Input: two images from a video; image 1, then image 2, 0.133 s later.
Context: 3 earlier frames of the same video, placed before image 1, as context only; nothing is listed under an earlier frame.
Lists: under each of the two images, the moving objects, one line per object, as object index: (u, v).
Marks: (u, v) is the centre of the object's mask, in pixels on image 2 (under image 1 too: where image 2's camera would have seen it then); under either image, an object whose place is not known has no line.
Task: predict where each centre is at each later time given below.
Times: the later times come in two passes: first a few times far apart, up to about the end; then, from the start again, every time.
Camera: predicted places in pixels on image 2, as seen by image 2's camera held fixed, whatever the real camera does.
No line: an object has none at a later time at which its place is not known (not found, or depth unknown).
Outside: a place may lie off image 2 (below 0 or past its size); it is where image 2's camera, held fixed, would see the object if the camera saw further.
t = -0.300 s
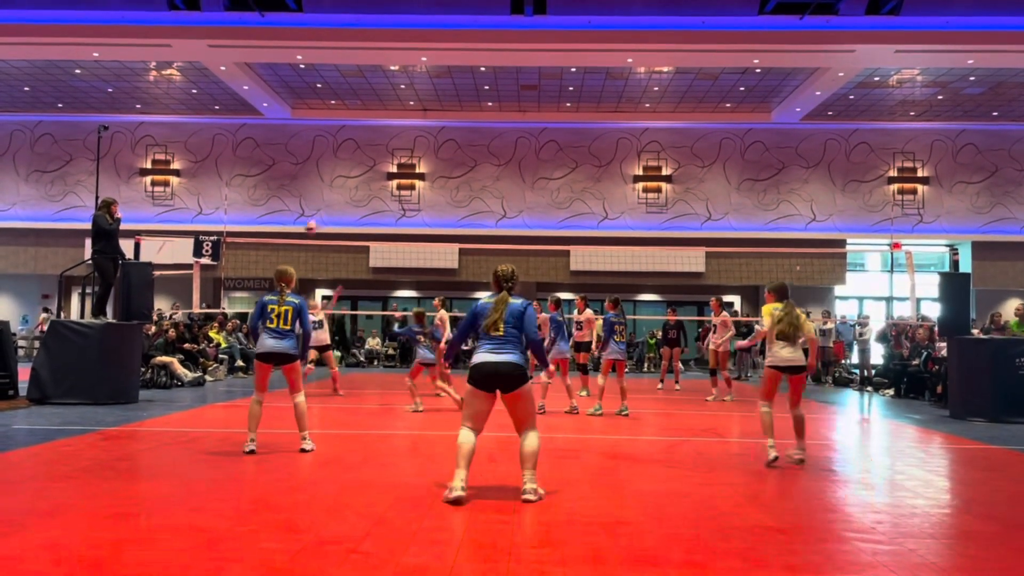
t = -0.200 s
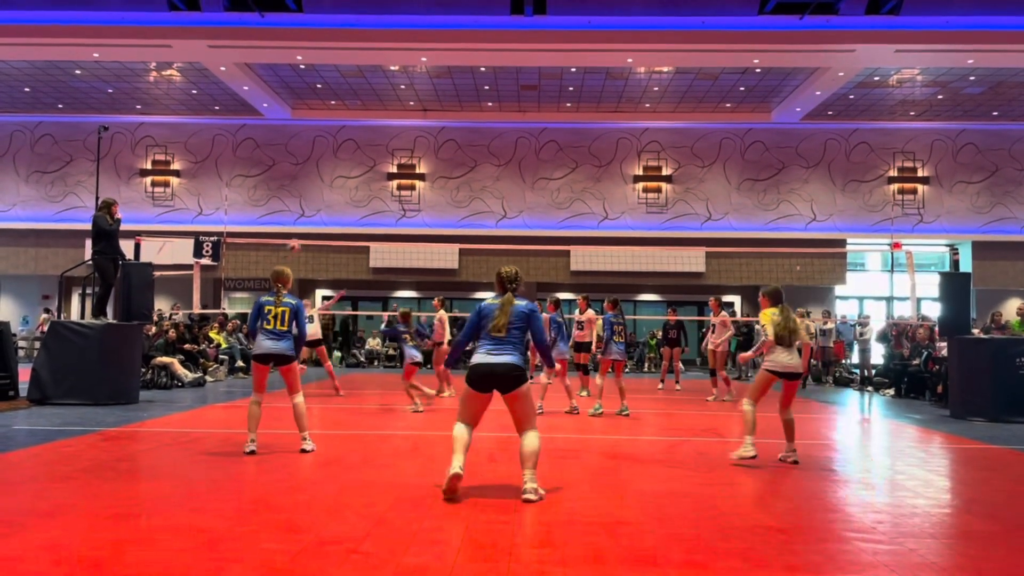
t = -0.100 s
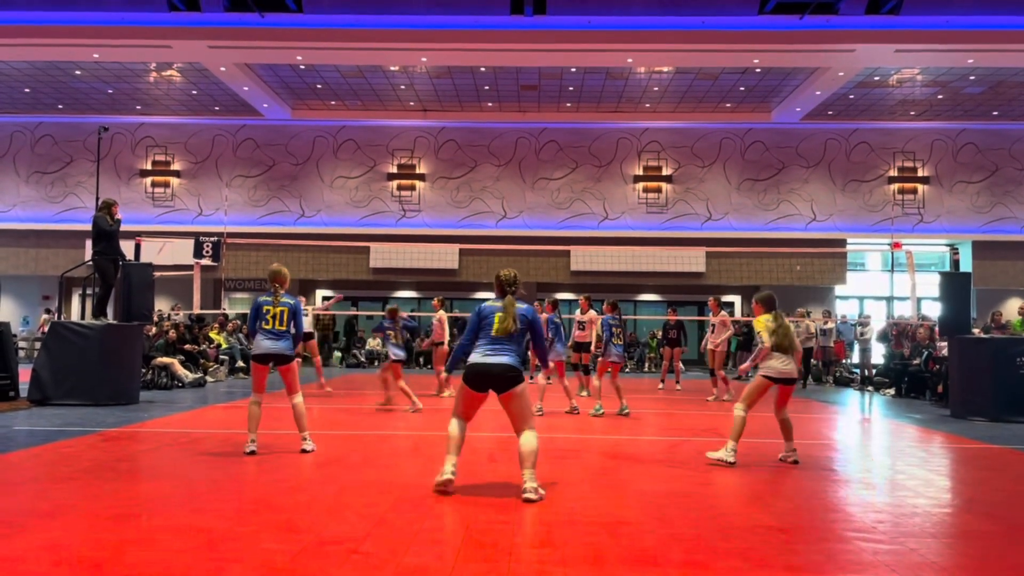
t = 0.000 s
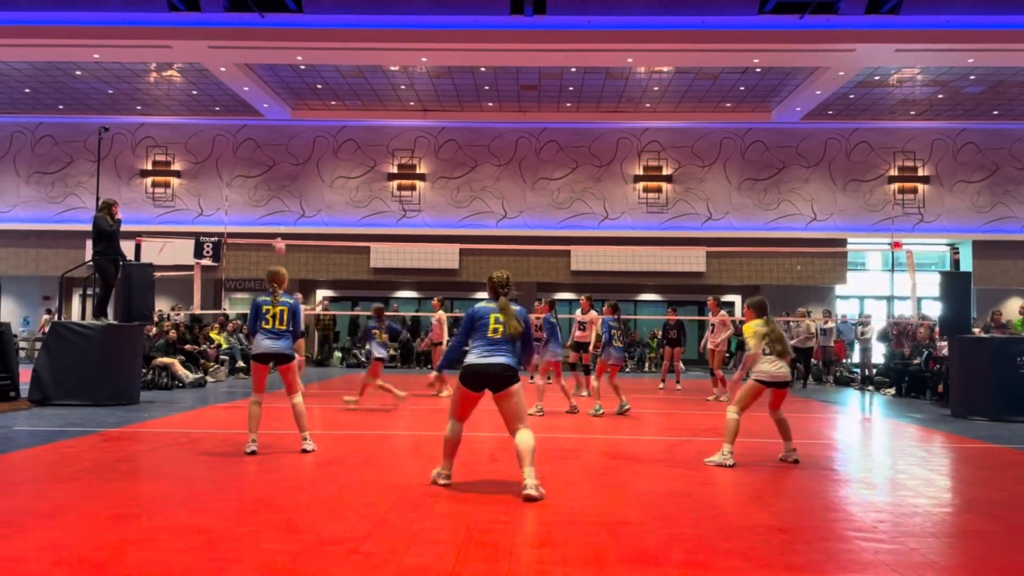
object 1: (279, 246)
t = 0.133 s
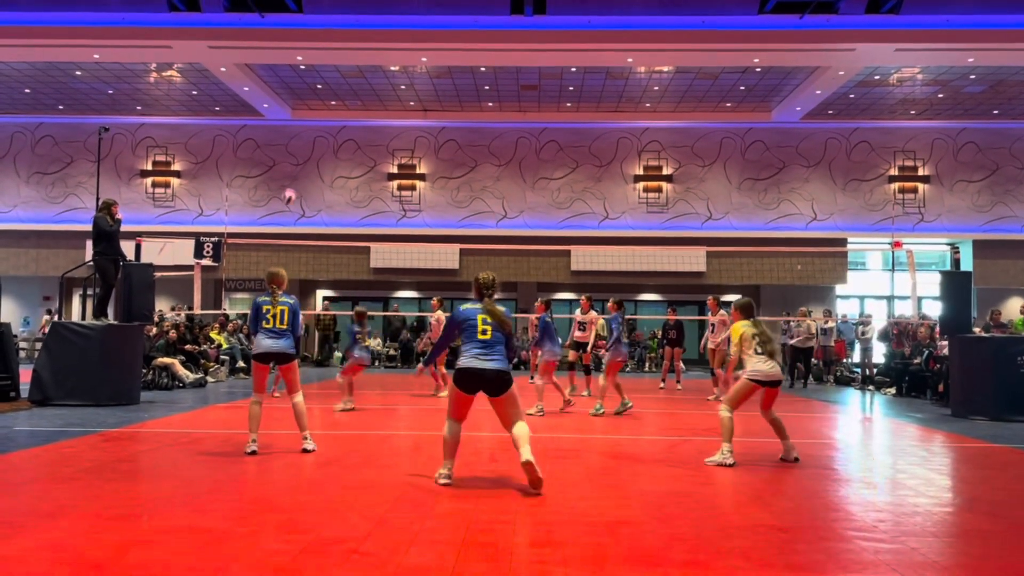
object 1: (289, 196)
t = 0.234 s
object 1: (298, 164)
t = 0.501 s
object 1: (325, 104)
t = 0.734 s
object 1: (355, 90)
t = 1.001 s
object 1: (398, 141)
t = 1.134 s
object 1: (425, 205)
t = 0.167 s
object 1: (292, 186)
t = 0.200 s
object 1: (295, 175)
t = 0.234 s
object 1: (298, 164)
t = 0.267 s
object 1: (301, 155)
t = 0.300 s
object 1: (304, 146)
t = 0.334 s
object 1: (307, 138)
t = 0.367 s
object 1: (311, 130)
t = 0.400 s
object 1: (314, 121)
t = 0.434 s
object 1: (318, 116)
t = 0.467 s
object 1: (322, 109)
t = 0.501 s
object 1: (325, 104)
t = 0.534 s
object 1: (329, 99)
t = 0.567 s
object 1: (333, 96)
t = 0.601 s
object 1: (337, 93)
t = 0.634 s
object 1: (341, 91)
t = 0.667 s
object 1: (347, 90)
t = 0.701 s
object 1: (351, 89)
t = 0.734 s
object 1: (355, 90)
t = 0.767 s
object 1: (360, 92)
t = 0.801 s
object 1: (365, 94)
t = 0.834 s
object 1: (370, 99)
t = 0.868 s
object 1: (375, 104)
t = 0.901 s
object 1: (381, 110)
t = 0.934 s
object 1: (386, 119)
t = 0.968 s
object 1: (393, 130)
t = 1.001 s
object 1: (398, 141)
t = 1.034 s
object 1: (404, 155)
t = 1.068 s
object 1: (410, 168)
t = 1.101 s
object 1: (417, 186)
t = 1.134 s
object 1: (425, 205)
